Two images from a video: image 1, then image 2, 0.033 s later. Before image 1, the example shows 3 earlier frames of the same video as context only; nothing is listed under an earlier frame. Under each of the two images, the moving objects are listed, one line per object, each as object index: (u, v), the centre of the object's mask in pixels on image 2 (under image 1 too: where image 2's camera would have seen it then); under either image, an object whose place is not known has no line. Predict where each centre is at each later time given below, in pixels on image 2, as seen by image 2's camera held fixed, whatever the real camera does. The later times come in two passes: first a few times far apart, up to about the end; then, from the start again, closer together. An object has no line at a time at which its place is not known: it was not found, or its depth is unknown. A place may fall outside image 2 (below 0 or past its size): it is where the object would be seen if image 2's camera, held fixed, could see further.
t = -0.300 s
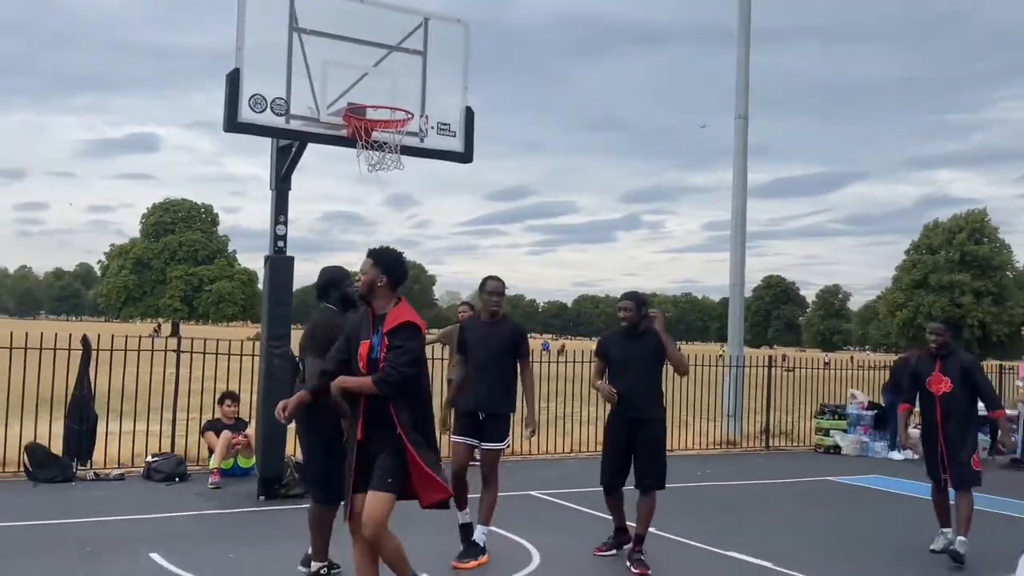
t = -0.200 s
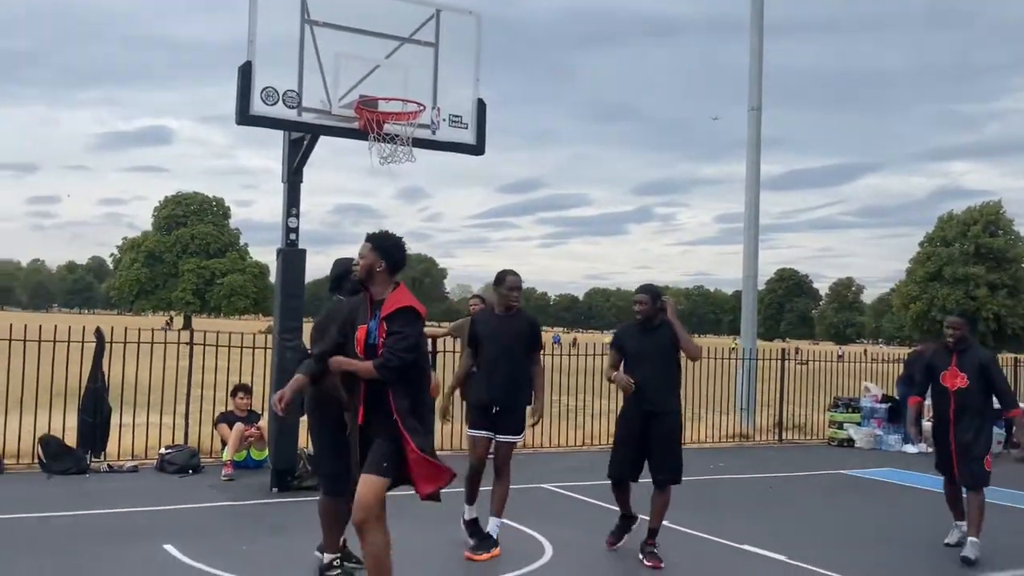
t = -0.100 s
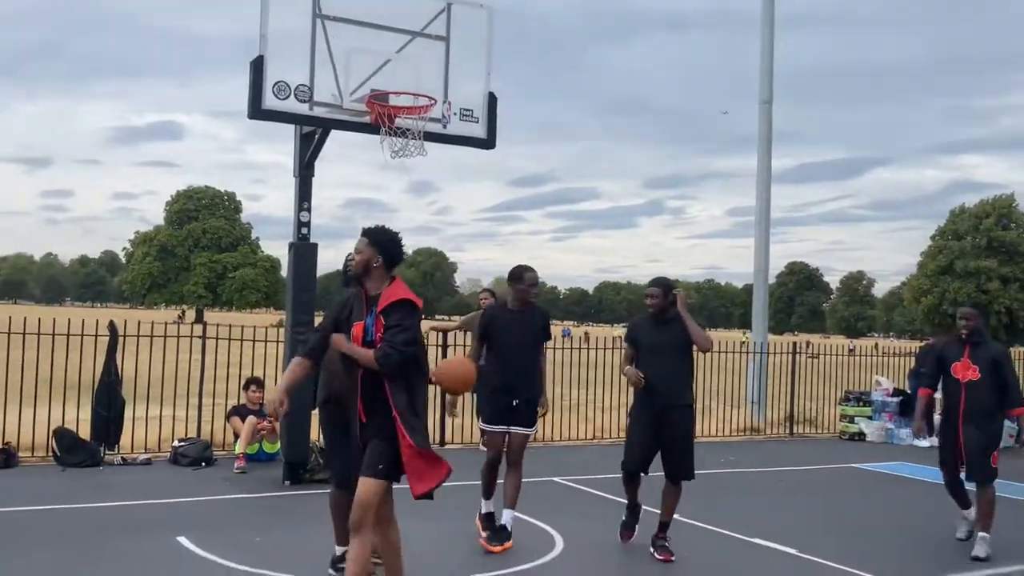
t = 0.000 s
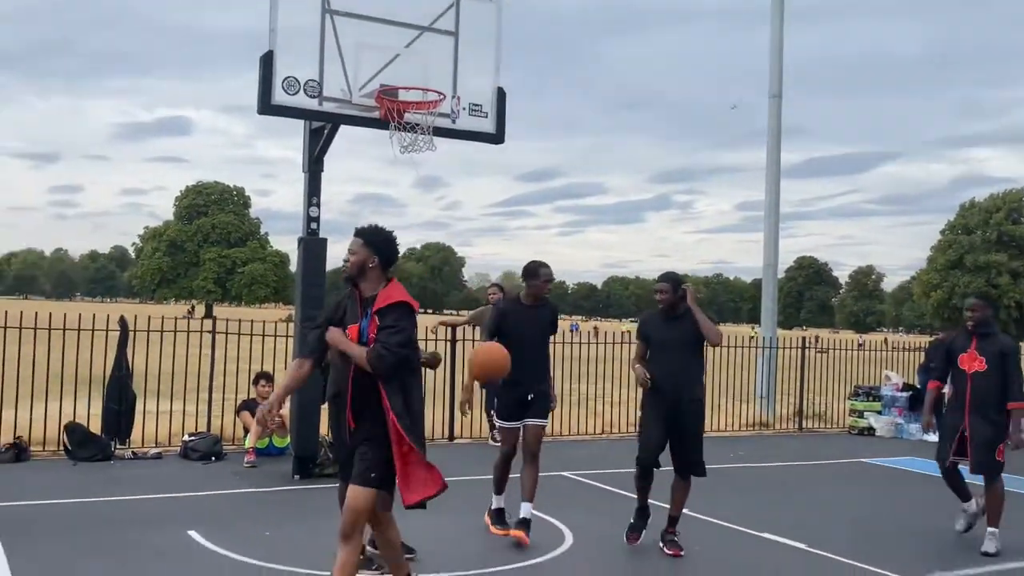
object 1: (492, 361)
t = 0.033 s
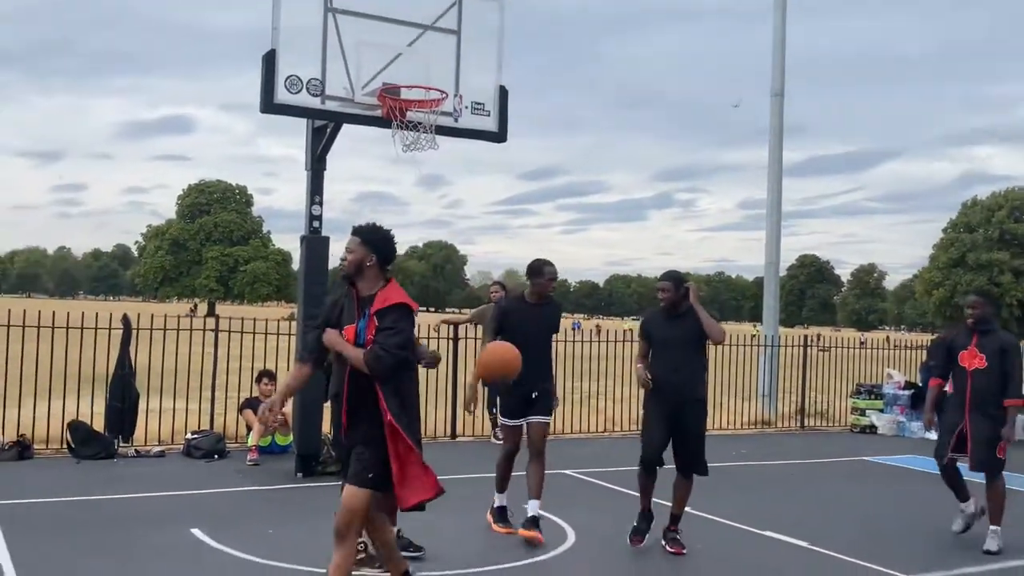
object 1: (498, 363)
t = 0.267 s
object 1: (567, 438)
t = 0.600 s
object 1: (703, 591)
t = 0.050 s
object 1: (503, 364)
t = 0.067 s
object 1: (508, 366)
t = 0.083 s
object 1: (512, 368)
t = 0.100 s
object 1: (517, 372)
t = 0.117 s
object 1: (521, 375)
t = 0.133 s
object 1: (526, 380)
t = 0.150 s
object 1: (531, 385)
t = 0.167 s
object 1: (535, 390)
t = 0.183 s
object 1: (540, 395)
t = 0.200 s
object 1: (546, 403)
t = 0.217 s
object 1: (551, 410)
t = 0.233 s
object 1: (556, 419)
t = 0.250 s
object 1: (561, 428)
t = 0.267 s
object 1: (567, 438)
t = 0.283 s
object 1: (573, 448)
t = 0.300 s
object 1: (578, 459)
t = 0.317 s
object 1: (584, 473)
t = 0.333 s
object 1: (591, 486)
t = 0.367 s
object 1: (603, 516)
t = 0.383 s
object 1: (610, 532)
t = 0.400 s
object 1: (617, 549)
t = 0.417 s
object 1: (624, 563)
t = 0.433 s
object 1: (628, 572)
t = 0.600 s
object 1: (703, 591)
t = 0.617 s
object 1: (712, 588)
